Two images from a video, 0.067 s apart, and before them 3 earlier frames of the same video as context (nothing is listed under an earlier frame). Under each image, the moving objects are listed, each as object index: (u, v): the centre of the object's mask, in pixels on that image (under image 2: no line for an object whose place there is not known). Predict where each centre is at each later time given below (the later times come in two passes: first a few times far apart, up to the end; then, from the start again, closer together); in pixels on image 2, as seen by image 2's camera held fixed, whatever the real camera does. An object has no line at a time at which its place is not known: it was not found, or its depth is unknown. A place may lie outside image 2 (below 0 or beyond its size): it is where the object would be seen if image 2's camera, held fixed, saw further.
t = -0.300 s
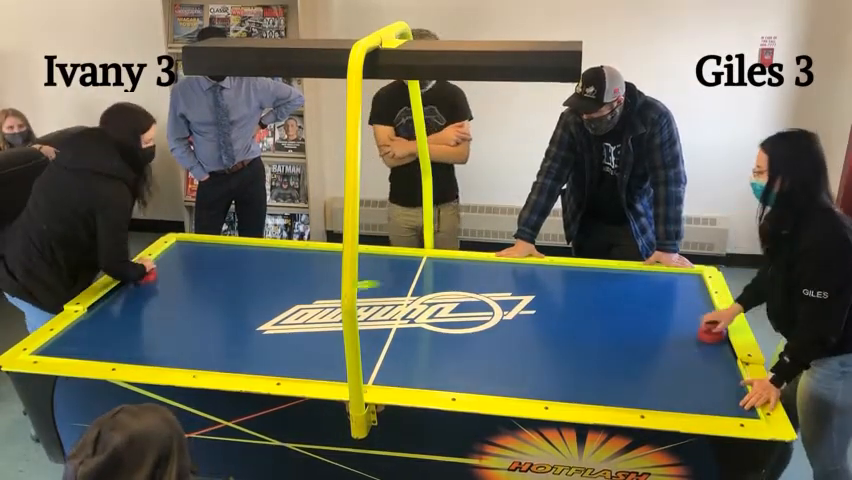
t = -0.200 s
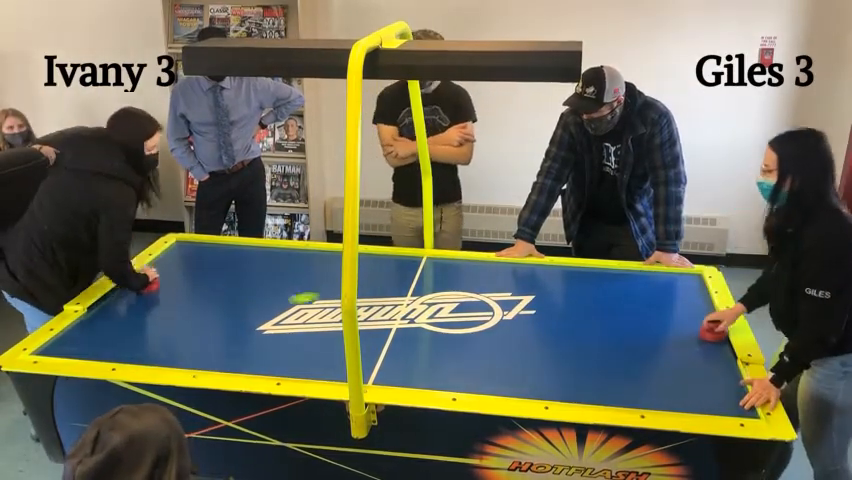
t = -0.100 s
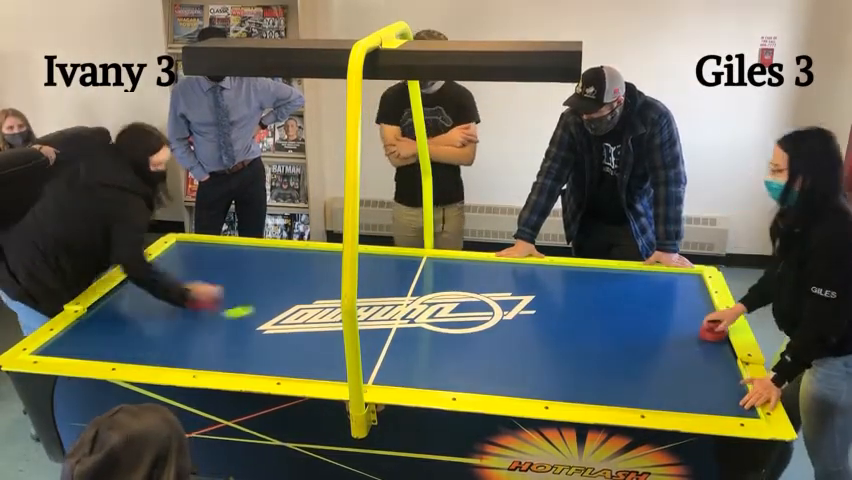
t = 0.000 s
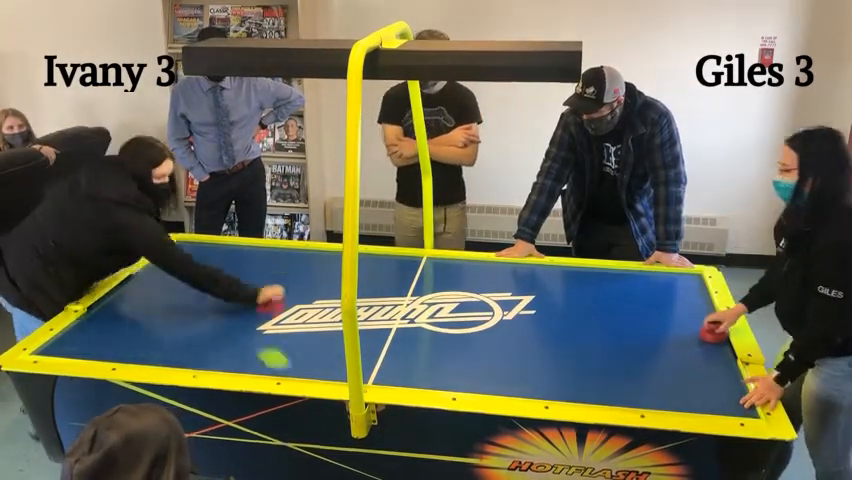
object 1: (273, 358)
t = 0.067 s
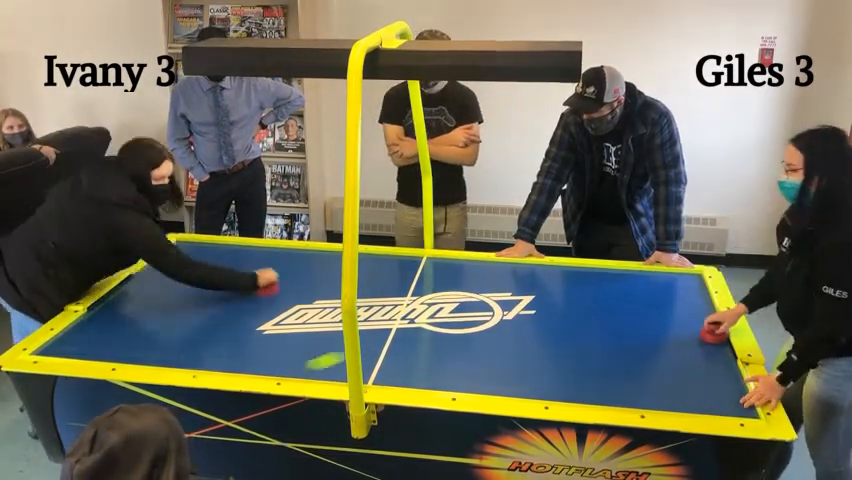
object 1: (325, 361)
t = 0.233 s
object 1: (459, 308)
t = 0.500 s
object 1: (610, 300)
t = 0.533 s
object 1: (629, 310)
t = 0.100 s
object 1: (366, 346)
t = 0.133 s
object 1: (384, 338)
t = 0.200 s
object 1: (436, 317)
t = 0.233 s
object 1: (459, 308)
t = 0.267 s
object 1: (478, 298)
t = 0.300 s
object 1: (504, 288)
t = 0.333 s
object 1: (522, 281)
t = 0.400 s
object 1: (560, 271)
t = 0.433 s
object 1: (575, 280)
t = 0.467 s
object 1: (592, 290)
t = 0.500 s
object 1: (610, 300)
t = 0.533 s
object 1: (629, 310)
